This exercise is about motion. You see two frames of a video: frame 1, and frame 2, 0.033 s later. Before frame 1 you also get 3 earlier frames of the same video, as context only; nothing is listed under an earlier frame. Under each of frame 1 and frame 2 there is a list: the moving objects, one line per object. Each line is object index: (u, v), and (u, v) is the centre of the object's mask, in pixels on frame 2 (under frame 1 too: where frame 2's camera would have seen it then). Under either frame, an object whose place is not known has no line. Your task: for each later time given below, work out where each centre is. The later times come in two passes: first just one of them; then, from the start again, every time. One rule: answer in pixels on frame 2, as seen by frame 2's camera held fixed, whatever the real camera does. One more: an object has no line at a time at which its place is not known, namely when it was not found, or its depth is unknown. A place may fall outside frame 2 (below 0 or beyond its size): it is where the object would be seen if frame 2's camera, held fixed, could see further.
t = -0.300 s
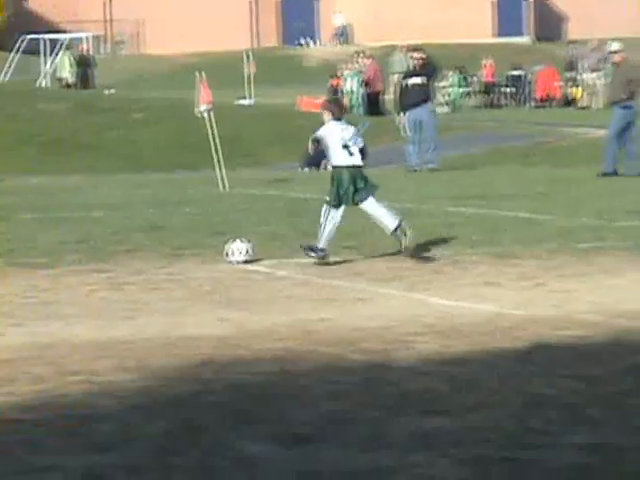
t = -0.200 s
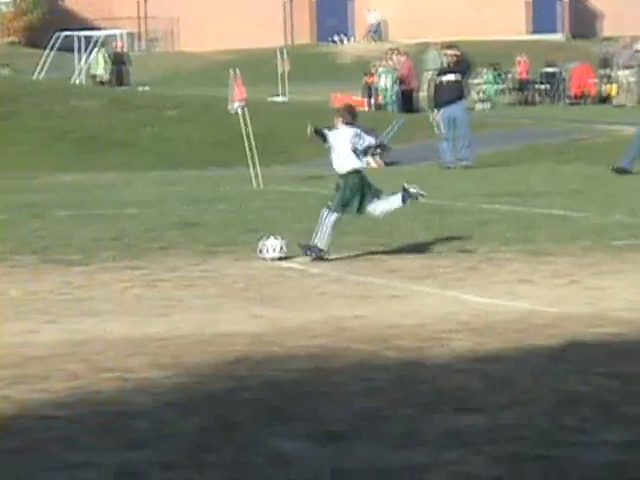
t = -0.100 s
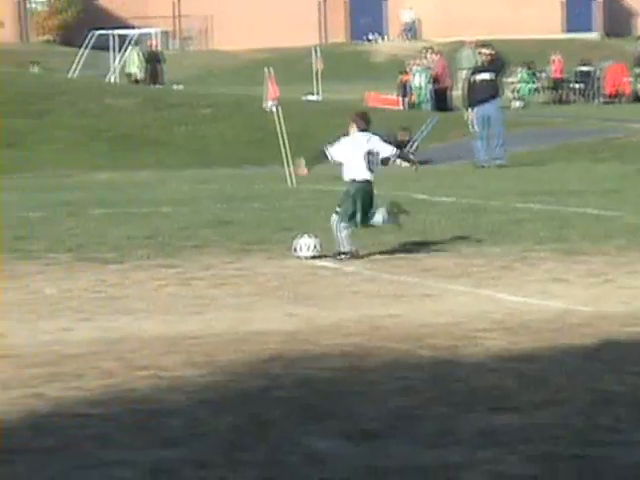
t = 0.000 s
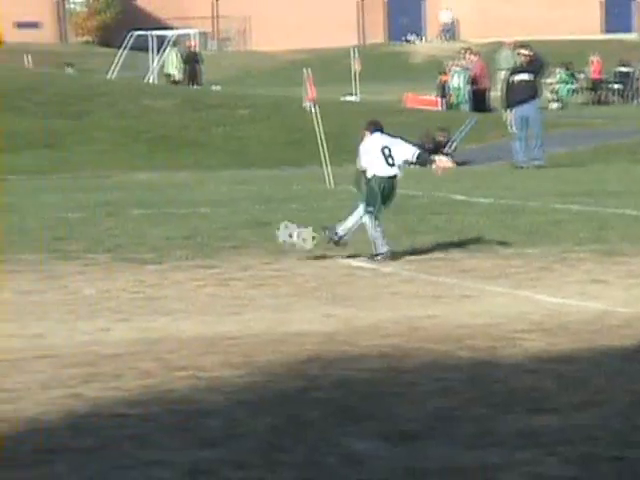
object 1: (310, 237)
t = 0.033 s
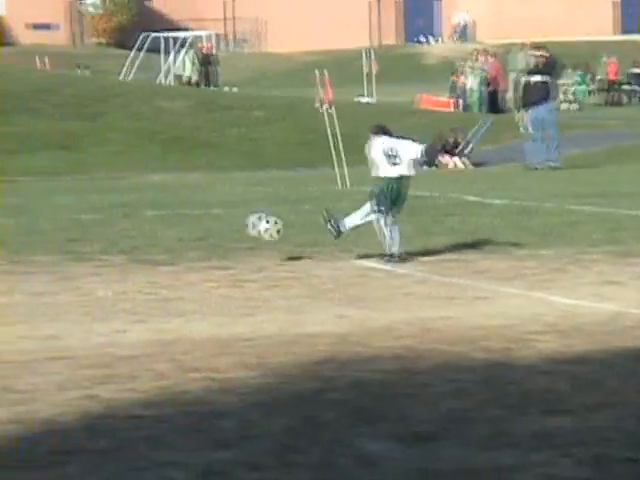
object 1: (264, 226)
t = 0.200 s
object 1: (33, 191)
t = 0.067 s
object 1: (217, 216)
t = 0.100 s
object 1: (171, 208)
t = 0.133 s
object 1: (126, 202)
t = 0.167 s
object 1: (78, 196)
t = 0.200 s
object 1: (33, 191)
